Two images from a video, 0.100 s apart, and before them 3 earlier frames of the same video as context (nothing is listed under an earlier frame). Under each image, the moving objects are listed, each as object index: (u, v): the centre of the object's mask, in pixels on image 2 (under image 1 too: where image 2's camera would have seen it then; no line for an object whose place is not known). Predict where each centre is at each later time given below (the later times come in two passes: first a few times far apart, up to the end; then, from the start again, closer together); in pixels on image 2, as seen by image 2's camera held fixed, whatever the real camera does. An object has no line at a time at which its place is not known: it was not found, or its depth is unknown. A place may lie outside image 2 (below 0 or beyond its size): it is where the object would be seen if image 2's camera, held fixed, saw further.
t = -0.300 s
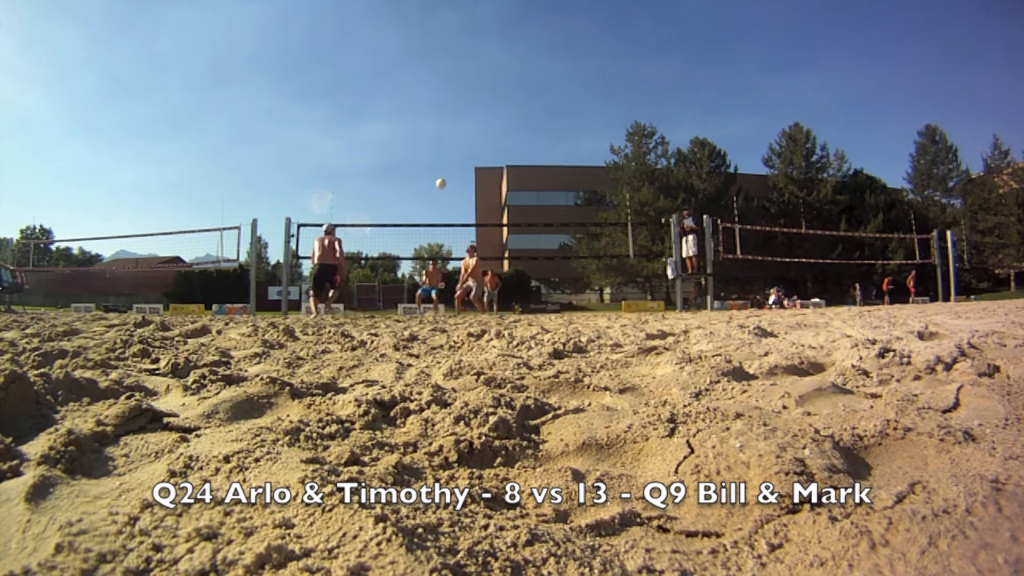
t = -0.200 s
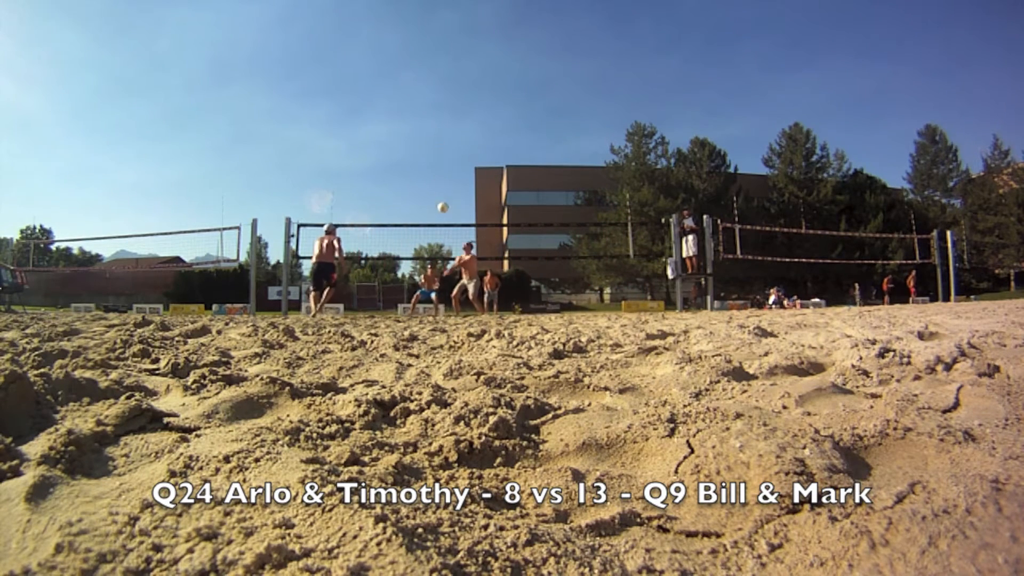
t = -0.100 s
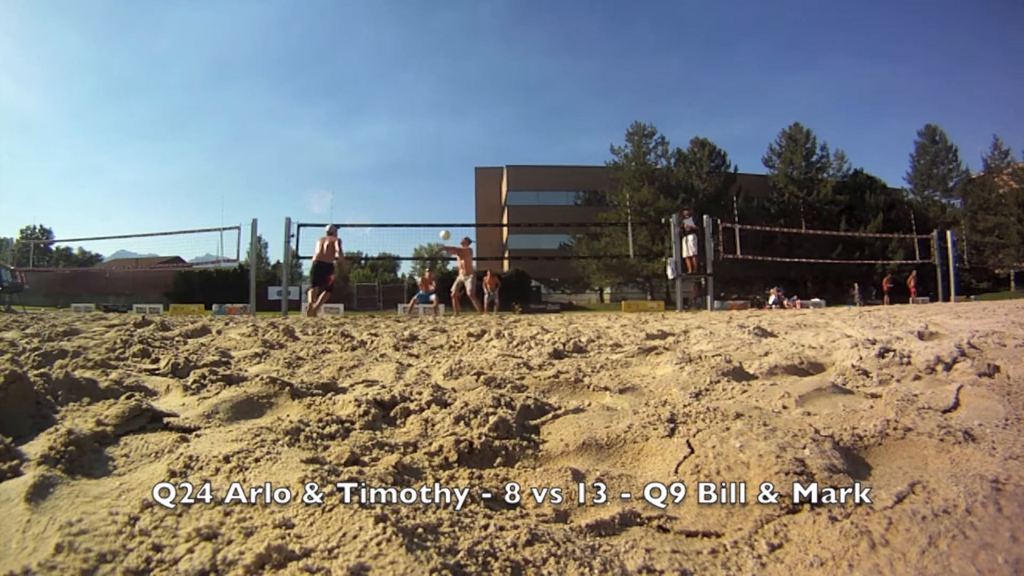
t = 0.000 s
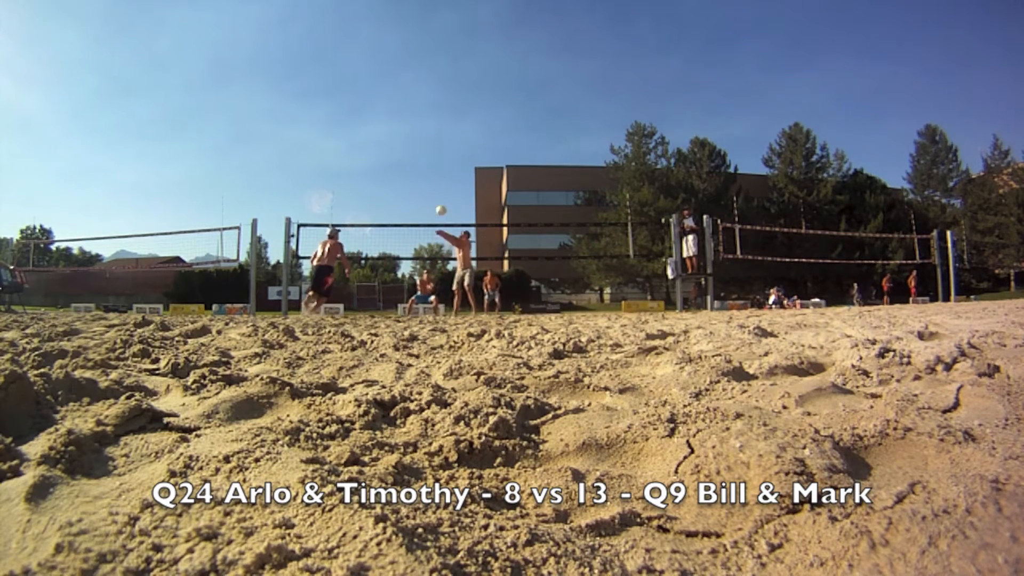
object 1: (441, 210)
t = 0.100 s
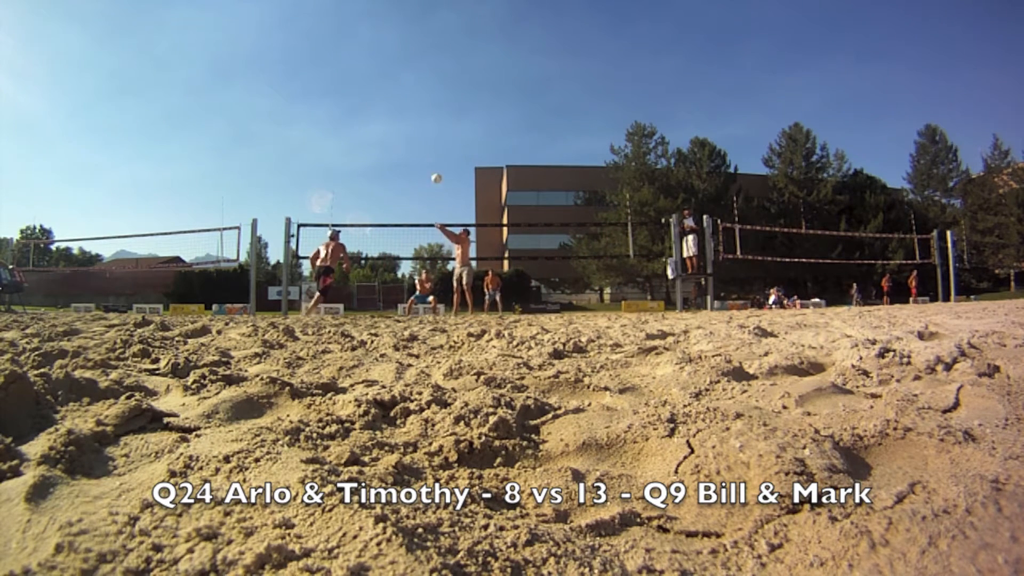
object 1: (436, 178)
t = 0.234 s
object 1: (432, 146)
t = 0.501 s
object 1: (424, 108)
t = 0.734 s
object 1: (417, 101)
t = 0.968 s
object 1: (411, 112)
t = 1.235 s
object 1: (404, 148)
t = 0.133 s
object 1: (435, 169)
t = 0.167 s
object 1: (434, 160)
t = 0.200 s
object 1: (433, 153)
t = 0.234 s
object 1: (432, 146)
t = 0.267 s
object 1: (430, 139)
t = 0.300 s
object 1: (429, 133)
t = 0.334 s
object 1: (428, 128)
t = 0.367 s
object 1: (427, 123)
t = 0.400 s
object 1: (426, 119)
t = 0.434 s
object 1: (425, 115)
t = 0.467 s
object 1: (424, 111)
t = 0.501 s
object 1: (424, 108)
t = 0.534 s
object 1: (423, 106)
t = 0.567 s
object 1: (421, 104)
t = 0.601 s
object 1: (421, 103)
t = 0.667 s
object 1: (419, 101)
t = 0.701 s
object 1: (418, 101)
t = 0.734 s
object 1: (417, 101)
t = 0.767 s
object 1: (416, 101)
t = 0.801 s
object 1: (415, 102)
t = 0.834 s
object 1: (414, 104)
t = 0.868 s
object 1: (414, 105)
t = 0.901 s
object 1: (413, 107)
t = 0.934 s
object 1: (412, 109)
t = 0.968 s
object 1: (411, 112)
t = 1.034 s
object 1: (409, 119)
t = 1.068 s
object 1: (408, 123)
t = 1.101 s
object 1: (408, 127)
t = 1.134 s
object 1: (407, 132)
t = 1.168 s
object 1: (406, 137)
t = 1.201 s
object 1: (405, 143)
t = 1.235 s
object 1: (404, 148)
